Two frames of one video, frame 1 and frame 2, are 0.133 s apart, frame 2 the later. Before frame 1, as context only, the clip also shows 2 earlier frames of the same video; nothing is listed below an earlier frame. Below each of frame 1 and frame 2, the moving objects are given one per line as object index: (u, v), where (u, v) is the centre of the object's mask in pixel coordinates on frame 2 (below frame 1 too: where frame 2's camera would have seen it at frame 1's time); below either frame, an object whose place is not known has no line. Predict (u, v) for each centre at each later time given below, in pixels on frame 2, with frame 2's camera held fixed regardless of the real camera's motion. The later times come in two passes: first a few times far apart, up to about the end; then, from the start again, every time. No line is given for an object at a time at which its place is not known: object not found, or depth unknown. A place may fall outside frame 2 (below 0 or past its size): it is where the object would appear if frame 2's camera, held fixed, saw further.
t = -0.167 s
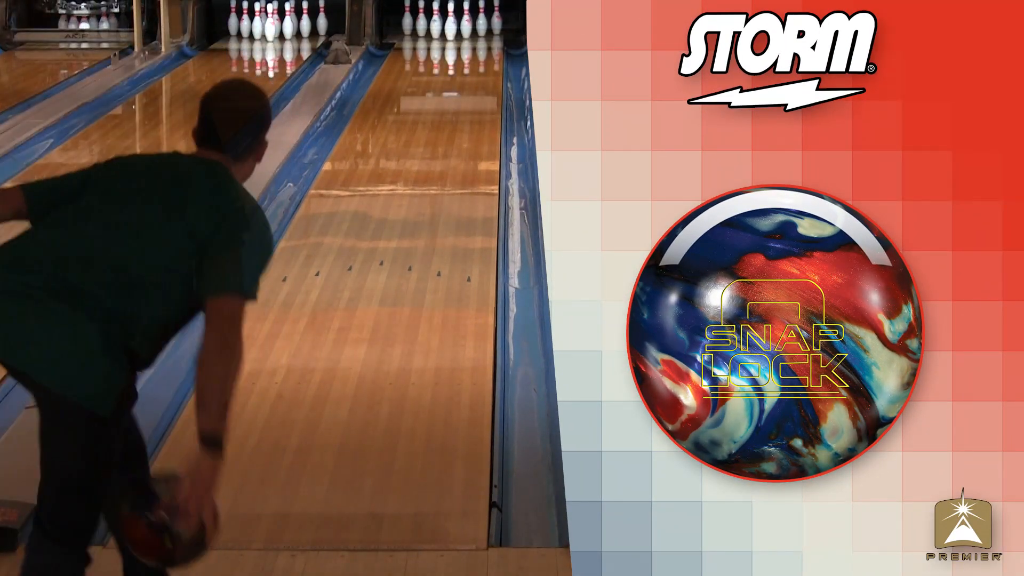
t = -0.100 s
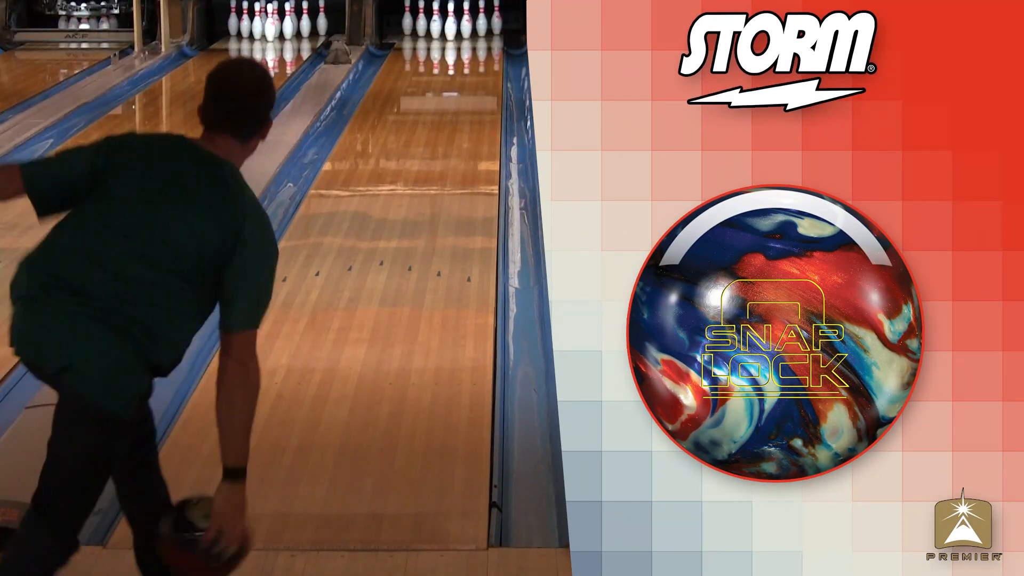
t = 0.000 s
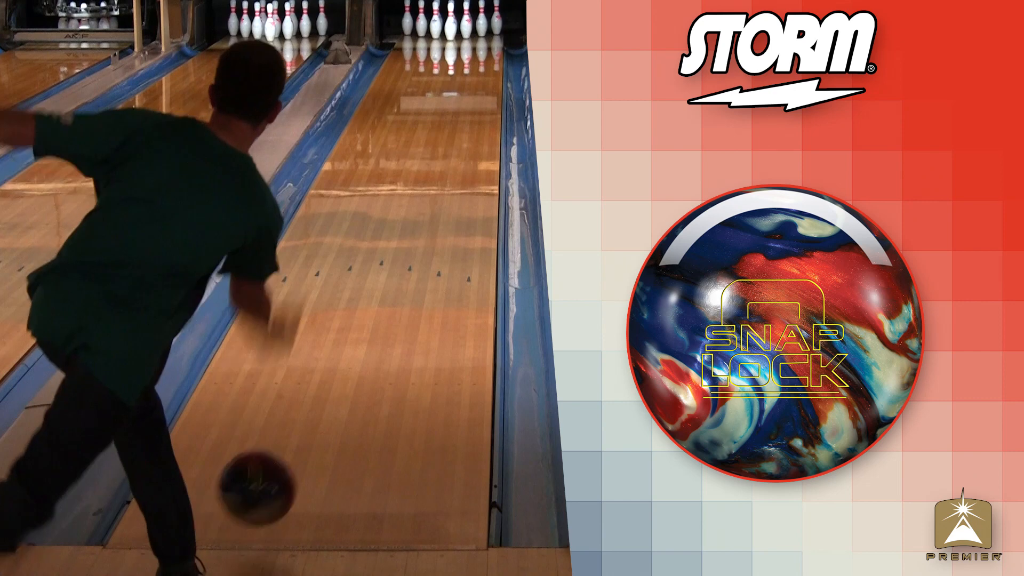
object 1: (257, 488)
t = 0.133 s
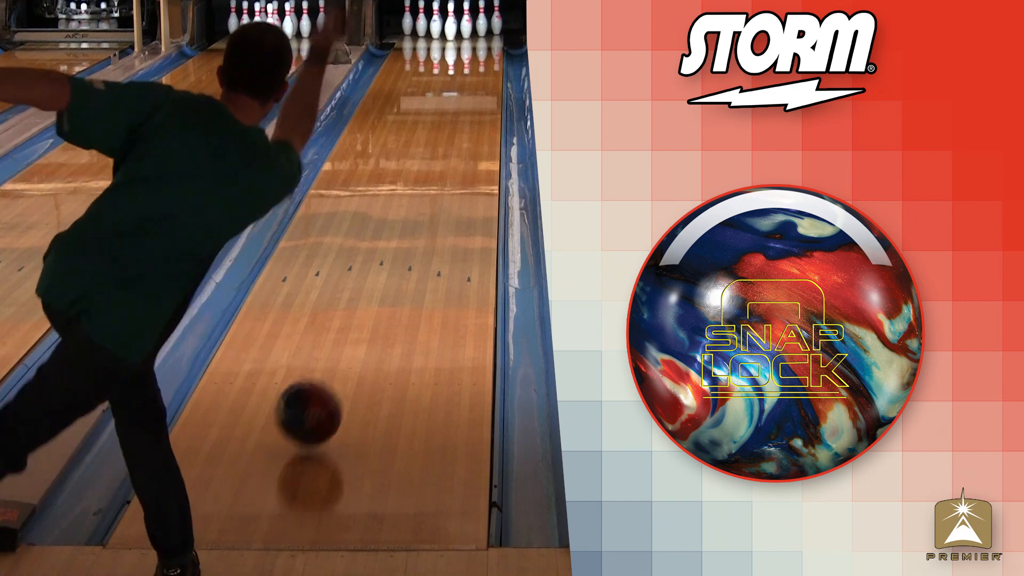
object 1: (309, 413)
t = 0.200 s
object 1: (329, 380)
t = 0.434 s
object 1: (383, 280)
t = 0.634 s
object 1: (415, 223)
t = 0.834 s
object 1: (439, 176)
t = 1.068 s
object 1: (459, 136)
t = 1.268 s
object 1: (471, 110)
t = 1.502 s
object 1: (480, 85)
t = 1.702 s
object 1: (483, 65)
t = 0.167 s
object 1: (319, 398)
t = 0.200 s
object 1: (329, 380)
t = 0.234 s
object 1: (339, 363)
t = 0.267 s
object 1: (347, 347)
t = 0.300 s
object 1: (355, 332)
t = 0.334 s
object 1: (363, 318)
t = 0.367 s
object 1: (370, 305)
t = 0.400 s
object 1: (377, 293)
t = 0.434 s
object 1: (383, 280)
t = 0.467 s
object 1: (389, 269)
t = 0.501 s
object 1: (395, 259)
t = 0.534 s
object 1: (401, 250)
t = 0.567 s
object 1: (406, 240)
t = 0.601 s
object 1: (410, 231)
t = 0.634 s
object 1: (415, 223)
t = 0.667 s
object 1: (420, 215)
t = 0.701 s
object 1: (424, 207)
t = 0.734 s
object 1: (428, 199)
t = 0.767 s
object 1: (431, 191)
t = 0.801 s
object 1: (435, 183)
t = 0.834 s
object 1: (439, 176)
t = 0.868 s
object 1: (442, 170)
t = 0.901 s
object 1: (445, 164)
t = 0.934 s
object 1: (448, 158)
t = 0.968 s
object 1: (451, 152)
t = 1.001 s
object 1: (453, 147)
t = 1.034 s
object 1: (456, 142)
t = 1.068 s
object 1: (459, 136)
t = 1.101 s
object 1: (461, 132)
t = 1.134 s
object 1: (463, 126)
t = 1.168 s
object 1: (465, 122)
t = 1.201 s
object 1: (467, 117)
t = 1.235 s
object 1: (469, 113)
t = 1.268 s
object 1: (471, 110)
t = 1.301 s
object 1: (473, 105)
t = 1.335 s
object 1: (474, 102)
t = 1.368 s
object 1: (476, 98)
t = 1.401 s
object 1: (477, 95)
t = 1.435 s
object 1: (477, 91)
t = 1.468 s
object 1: (479, 88)
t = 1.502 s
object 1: (480, 85)
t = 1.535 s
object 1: (481, 81)
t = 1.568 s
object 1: (482, 78)
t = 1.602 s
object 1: (482, 75)
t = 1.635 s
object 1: (483, 72)
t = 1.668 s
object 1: (483, 69)
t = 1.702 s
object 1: (483, 65)
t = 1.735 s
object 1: (483, 63)
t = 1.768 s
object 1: (482, 61)
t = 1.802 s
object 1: (482, 58)
